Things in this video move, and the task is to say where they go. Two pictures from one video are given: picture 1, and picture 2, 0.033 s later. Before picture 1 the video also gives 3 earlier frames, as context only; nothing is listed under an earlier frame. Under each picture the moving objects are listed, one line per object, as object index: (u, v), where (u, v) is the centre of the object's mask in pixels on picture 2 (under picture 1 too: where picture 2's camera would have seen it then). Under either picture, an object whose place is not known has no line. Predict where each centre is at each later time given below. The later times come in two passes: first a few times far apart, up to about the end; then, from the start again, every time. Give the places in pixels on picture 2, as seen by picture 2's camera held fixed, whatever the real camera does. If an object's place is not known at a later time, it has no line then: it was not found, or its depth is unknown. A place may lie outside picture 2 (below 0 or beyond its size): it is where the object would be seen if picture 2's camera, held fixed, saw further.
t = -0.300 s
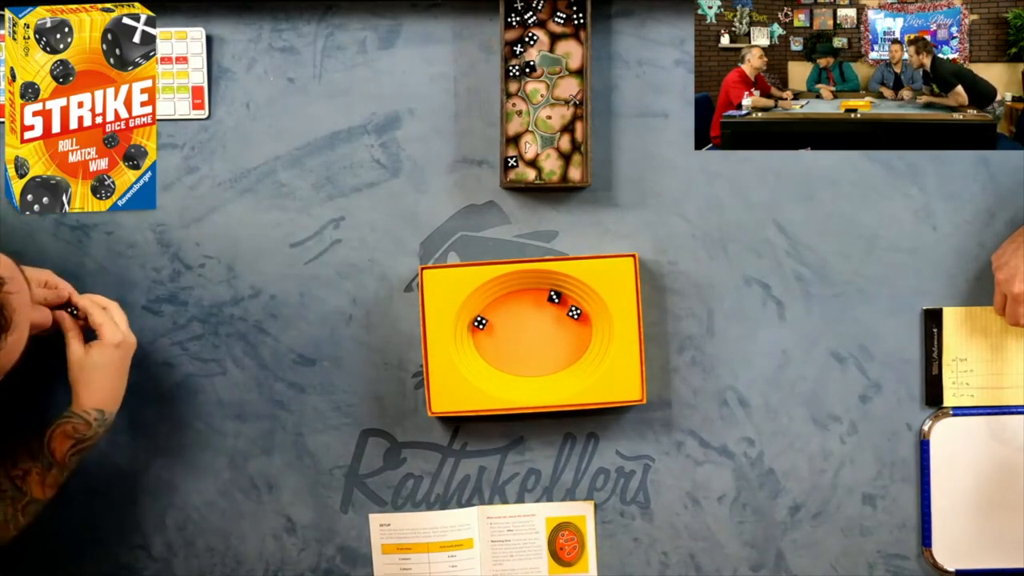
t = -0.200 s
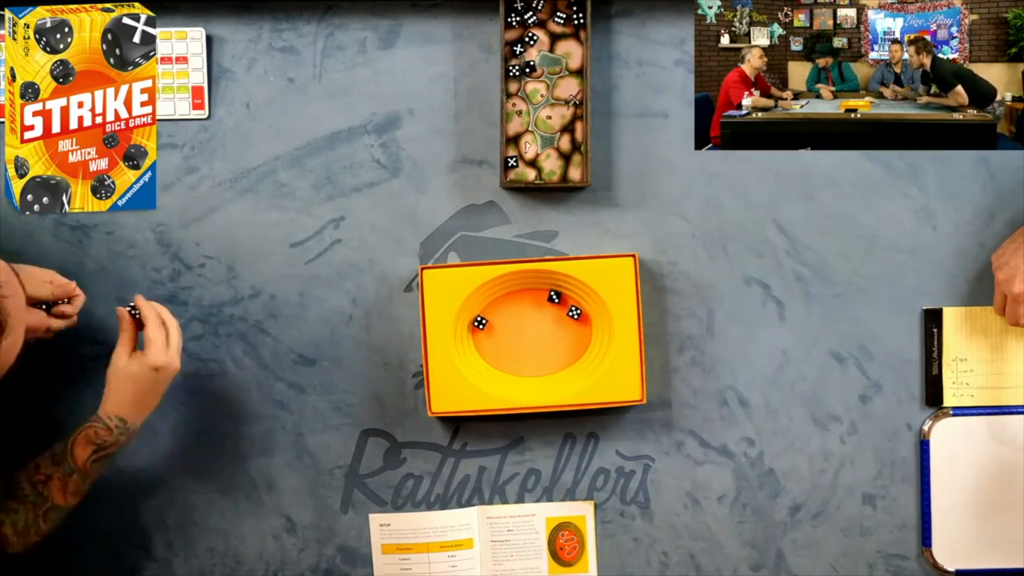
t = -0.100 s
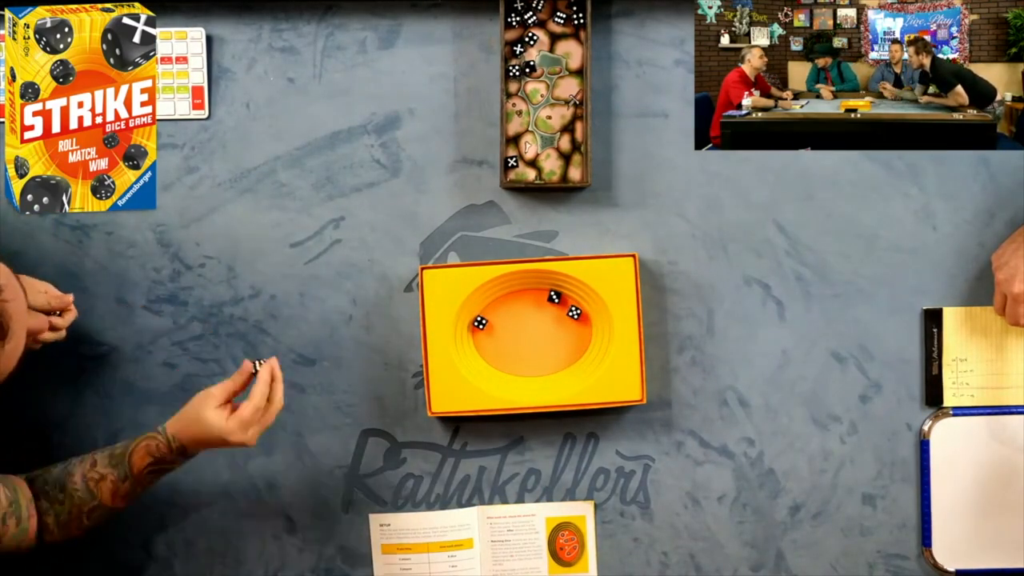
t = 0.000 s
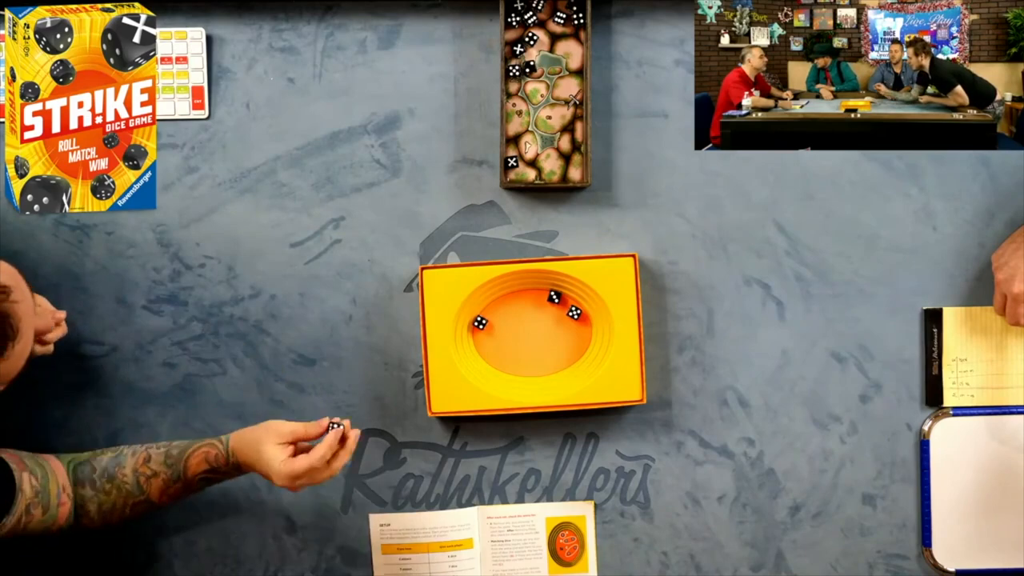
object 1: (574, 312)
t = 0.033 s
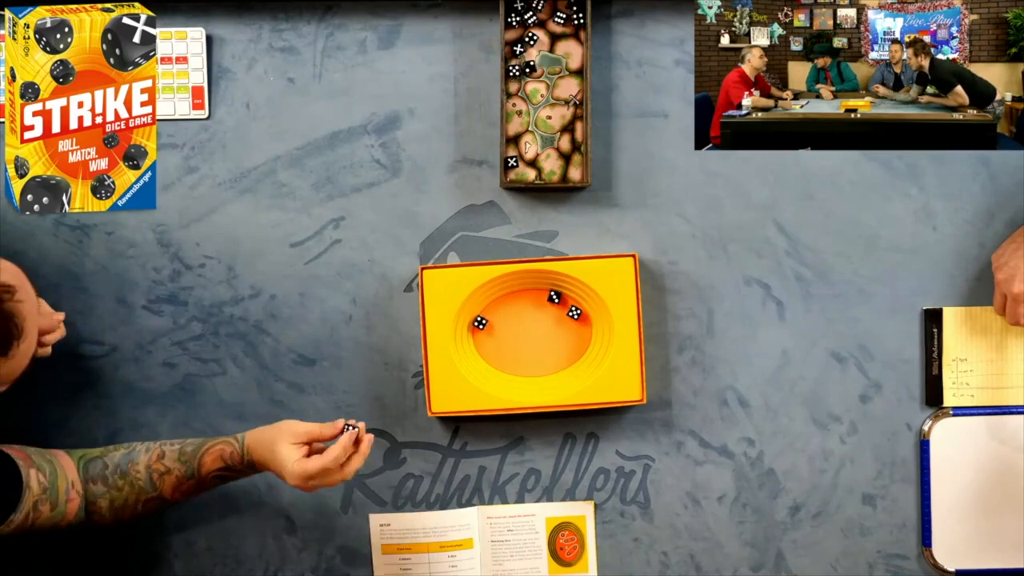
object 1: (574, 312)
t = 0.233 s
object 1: (574, 312)
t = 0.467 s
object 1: (584, 323)
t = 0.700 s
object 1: (584, 336)
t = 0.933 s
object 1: (584, 336)
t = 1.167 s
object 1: (584, 336)
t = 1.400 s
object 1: (584, 336)
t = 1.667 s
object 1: (584, 336)
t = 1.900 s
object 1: (584, 336)
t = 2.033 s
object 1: (584, 336)
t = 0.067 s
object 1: (574, 312)
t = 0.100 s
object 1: (574, 312)
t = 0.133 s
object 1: (574, 312)
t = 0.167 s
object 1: (574, 312)
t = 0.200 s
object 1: (574, 312)
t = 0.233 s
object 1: (574, 312)
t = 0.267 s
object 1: (574, 312)
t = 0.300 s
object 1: (574, 312)
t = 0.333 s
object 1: (574, 312)
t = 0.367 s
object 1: (574, 312)
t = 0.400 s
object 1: (581, 315)
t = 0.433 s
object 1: (582, 318)
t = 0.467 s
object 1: (584, 323)
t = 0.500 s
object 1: (585, 330)
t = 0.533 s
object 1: (584, 333)
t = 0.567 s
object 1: (583, 333)
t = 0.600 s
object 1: (584, 335)
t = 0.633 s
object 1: (584, 336)
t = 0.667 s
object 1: (584, 336)
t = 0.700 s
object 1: (584, 336)
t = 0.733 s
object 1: (584, 336)
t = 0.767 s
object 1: (584, 336)
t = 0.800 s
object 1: (584, 336)
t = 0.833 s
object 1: (584, 336)
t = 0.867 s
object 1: (584, 336)
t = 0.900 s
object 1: (584, 336)
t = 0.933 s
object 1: (584, 336)
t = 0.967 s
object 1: (584, 336)
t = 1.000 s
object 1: (584, 336)
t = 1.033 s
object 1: (584, 336)
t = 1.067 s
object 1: (584, 336)
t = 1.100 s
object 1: (584, 336)
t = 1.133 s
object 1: (584, 336)
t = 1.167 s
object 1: (584, 336)
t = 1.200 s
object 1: (584, 336)
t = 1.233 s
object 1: (584, 336)
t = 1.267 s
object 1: (584, 336)
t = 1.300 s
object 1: (584, 336)
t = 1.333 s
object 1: (584, 336)
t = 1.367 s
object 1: (584, 336)
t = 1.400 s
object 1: (584, 336)
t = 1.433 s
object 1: (584, 336)
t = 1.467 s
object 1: (584, 336)
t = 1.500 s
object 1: (584, 336)
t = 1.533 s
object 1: (584, 336)
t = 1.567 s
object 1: (584, 336)
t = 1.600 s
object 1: (584, 336)
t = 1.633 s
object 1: (584, 336)
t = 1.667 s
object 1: (584, 336)
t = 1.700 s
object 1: (584, 336)
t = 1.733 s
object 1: (584, 336)
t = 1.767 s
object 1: (584, 336)
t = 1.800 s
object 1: (584, 336)
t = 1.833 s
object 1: (584, 336)
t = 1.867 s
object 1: (584, 336)
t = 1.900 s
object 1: (584, 336)
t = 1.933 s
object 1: (584, 336)
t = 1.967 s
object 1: (584, 336)
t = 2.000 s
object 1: (584, 336)
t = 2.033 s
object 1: (584, 336)
